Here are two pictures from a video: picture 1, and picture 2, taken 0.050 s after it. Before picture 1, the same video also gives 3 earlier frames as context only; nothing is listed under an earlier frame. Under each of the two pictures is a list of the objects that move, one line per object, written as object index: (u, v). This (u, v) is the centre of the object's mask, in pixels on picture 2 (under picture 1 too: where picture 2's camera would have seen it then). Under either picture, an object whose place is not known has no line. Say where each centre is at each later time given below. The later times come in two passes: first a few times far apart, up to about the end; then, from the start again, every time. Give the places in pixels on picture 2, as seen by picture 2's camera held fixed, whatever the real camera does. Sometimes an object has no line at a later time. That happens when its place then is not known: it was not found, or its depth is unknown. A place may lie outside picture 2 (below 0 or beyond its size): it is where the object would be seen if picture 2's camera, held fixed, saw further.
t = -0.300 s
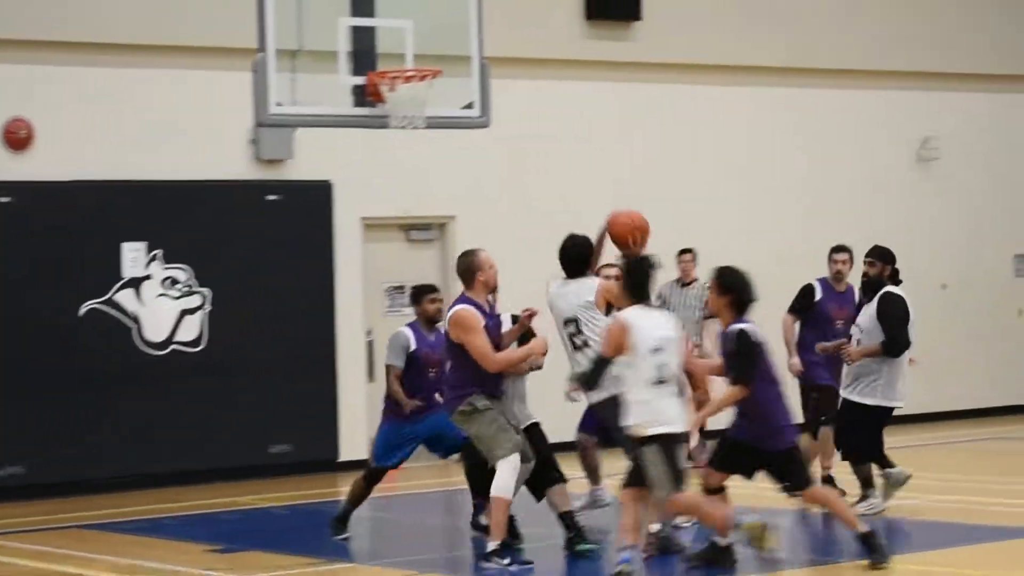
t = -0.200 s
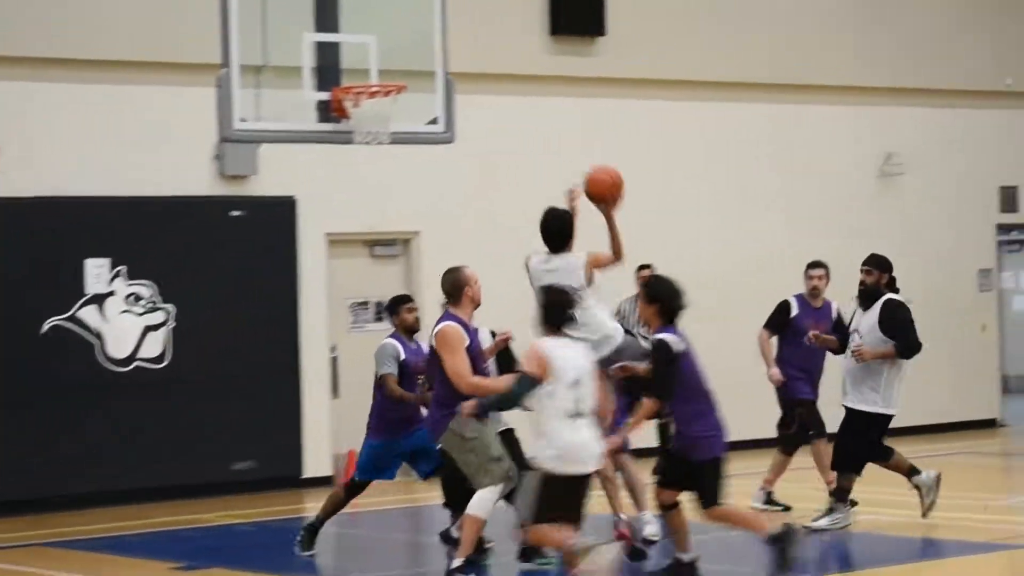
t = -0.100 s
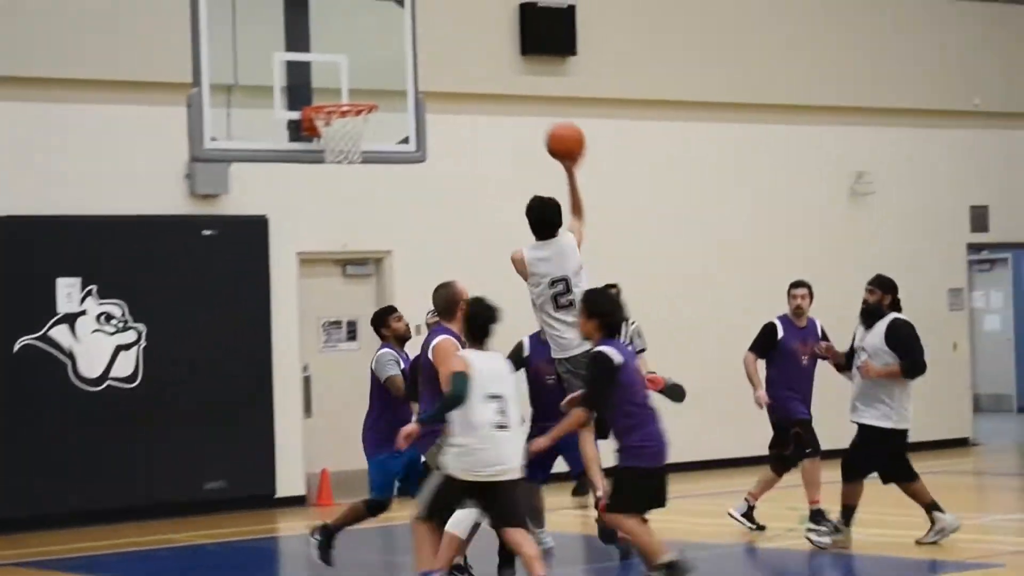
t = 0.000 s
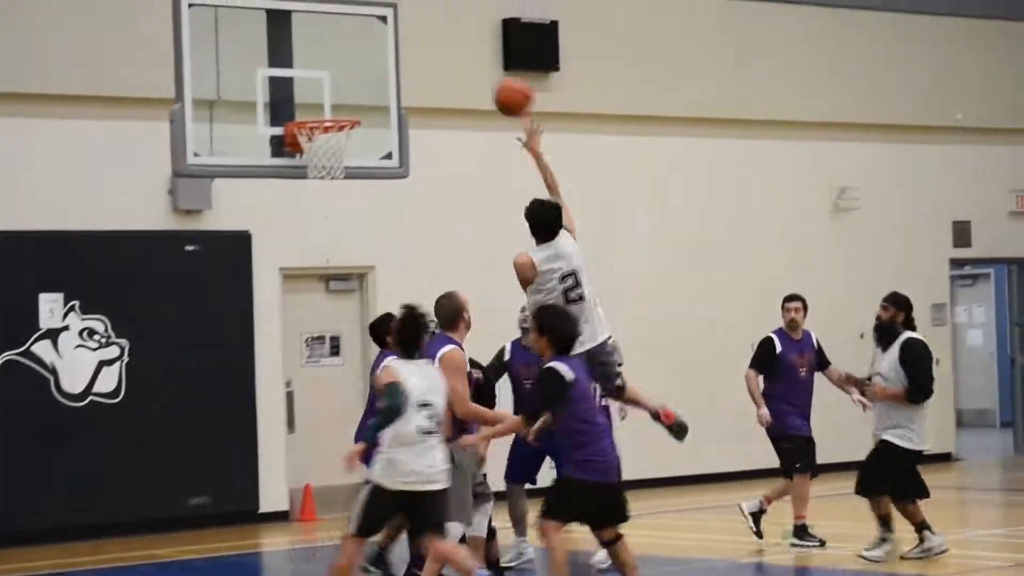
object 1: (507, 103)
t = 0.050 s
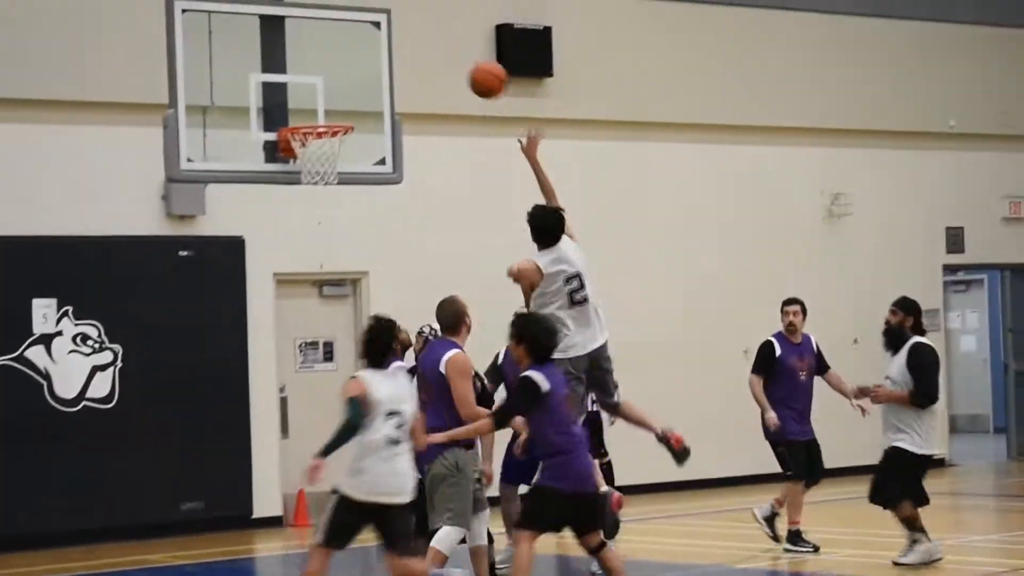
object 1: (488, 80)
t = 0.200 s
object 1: (435, 36)
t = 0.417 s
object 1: (367, 35)
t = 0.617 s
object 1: (312, 95)
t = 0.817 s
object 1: (307, 68)
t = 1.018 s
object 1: (327, 54)
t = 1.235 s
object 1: (352, 102)
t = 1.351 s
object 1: (369, 126)
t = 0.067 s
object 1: (481, 73)
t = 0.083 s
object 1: (475, 66)
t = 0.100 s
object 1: (469, 60)
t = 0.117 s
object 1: (463, 55)
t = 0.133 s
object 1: (457, 50)
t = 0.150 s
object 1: (452, 45)
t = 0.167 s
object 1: (446, 42)
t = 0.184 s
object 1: (440, 38)
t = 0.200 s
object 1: (435, 36)
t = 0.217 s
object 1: (429, 33)
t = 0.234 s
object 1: (424, 31)
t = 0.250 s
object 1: (418, 29)
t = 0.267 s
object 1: (413, 28)
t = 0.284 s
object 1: (408, 27)
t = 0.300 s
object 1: (403, 26)
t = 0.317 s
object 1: (398, 26)
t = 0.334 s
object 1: (393, 27)
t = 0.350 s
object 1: (387, 28)
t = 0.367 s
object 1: (382, 29)
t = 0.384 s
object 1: (377, 31)
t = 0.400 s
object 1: (371, 33)
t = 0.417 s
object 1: (367, 35)
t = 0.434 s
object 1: (362, 38)
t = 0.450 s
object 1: (357, 42)
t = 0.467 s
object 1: (352, 45)
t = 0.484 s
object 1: (348, 49)
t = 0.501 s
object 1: (343, 54)
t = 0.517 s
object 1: (339, 59)
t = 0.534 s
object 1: (334, 64)
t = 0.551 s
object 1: (330, 69)
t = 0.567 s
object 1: (325, 75)
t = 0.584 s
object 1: (320, 81)
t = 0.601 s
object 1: (316, 87)
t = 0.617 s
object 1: (312, 95)
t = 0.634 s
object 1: (307, 102)
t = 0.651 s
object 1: (303, 109)
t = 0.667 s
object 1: (300, 113)
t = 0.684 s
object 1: (299, 109)
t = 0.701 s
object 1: (298, 102)
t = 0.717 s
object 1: (298, 96)
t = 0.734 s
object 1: (300, 90)
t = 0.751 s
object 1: (301, 85)
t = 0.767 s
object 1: (302, 80)
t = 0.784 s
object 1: (304, 76)
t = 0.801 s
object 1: (305, 71)
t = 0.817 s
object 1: (307, 68)
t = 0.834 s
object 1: (309, 64)
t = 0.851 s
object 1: (310, 61)
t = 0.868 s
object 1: (312, 59)
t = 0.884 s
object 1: (313, 57)
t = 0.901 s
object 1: (315, 55)
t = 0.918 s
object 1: (316, 54)
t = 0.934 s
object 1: (318, 53)
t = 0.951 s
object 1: (320, 52)
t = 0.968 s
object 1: (322, 52)
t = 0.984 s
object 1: (323, 52)
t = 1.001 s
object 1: (325, 53)
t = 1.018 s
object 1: (327, 54)
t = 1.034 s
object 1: (329, 55)
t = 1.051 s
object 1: (330, 57)
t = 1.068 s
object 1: (332, 59)
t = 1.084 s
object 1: (334, 61)
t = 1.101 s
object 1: (336, 64)
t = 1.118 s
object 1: (338, 67)
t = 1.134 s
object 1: (340, 71)
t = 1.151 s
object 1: (342, 75)
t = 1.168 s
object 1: (344, 80)
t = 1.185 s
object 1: (346, 85)
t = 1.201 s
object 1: (348, 90)
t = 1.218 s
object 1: (350, 96)
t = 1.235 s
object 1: (352, 102)
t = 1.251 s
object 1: (353, 108)
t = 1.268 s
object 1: (355, 114)
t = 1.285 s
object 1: (358, 117)
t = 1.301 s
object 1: (361, 118)
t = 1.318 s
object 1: (364, 121)
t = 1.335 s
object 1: (367, 123)
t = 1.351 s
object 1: (369, 126)
